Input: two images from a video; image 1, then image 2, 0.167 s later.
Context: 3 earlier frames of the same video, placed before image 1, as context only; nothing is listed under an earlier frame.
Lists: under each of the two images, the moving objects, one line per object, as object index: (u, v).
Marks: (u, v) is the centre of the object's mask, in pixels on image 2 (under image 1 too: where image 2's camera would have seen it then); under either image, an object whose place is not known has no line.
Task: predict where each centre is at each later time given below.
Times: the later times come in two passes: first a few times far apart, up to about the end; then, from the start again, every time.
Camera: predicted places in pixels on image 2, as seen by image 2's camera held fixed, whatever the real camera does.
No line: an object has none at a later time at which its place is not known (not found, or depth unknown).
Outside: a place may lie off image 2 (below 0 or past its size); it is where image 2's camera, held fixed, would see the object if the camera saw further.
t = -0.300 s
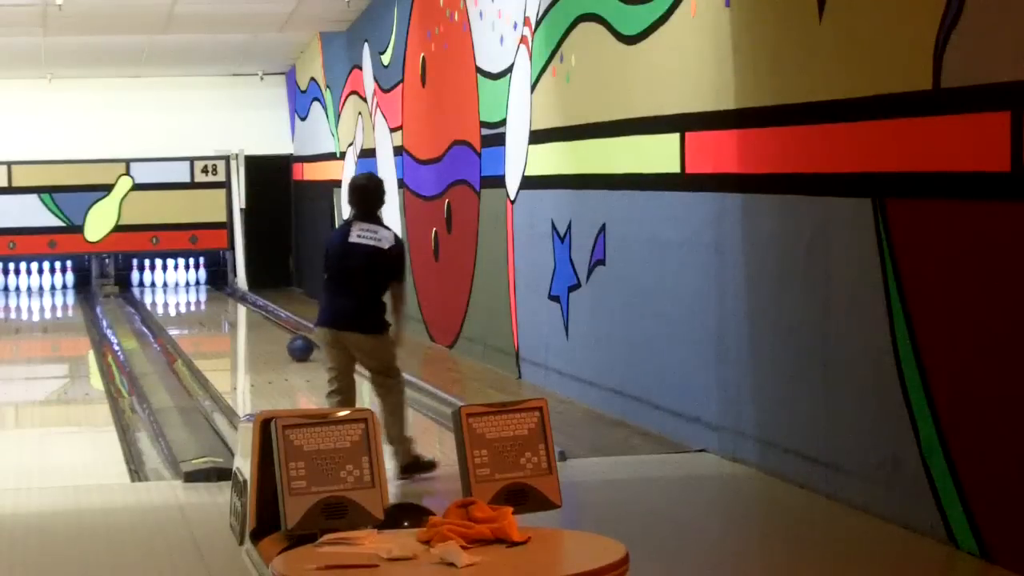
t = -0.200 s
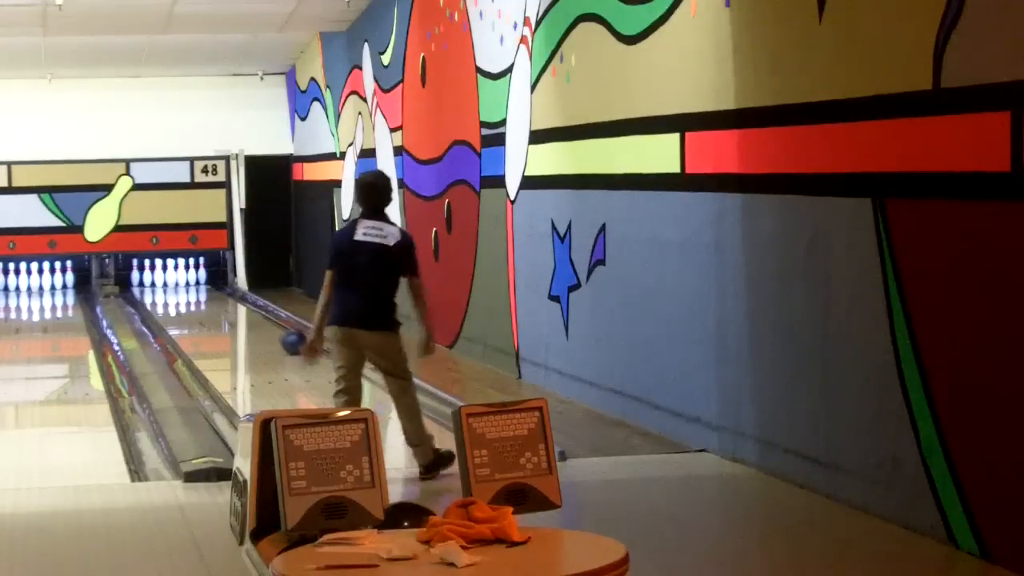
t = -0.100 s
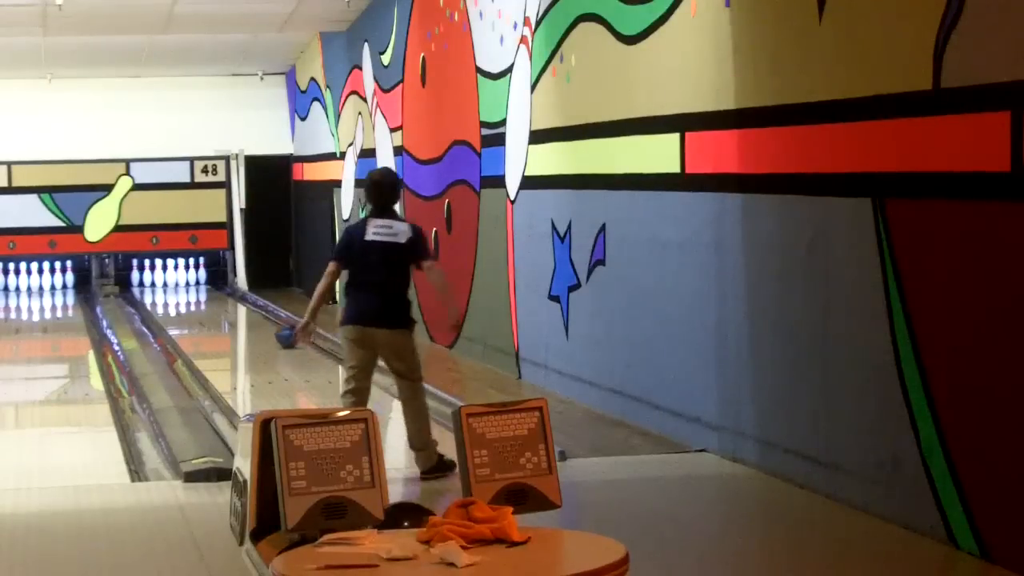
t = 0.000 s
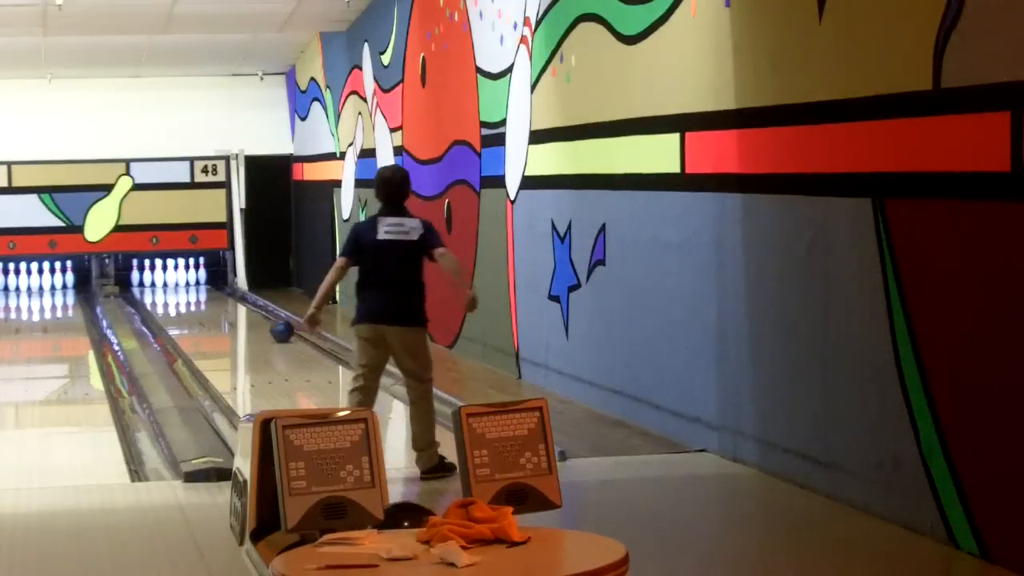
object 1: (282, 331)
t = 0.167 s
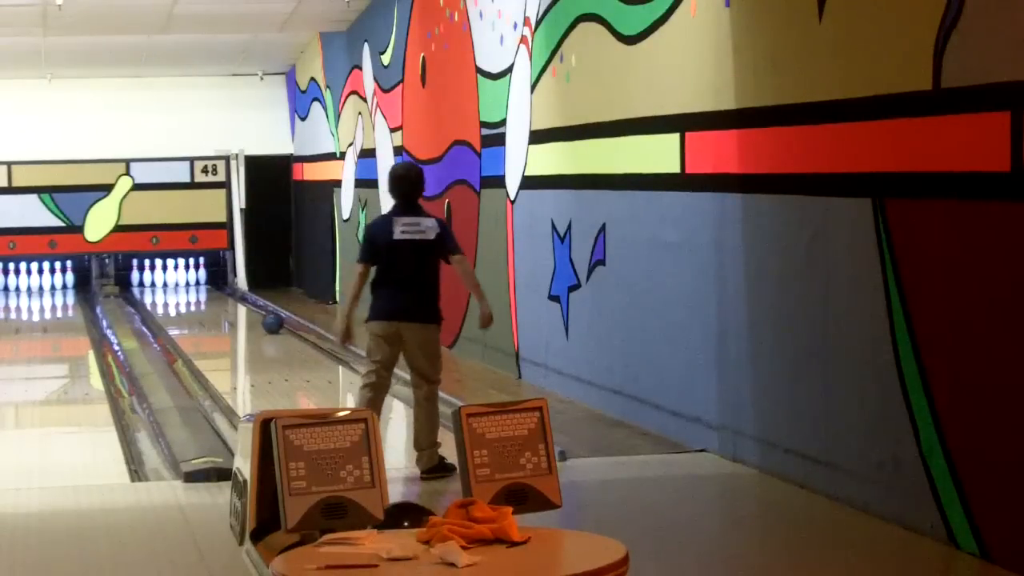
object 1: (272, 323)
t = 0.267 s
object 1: (266, 318)
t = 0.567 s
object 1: (251, 308)
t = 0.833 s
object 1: (237, 299)
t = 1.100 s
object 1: (221, 292)
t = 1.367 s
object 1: (206, 287)
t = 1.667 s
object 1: (186, 282)
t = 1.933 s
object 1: (177, 279)
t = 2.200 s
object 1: (176, 278)
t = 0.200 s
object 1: (271, 321)
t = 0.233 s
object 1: (268, 319)
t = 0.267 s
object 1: (266, 318)
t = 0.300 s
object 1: (265, 317)
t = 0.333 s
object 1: (264, 315)
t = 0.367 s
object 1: (262, 314)
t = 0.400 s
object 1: (260, 314)
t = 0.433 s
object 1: (258, 313)
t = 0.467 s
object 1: (257, 311)
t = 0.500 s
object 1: (255, 310)
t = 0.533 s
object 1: (253, 308)
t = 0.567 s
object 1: (251, 308)
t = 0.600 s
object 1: (250, 307)
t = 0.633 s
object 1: (248, 305)
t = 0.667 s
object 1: (246, 304)
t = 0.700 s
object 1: (244, 303)
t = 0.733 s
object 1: (242, 302)
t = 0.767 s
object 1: (240, 300)
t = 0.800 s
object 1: (239, 300)
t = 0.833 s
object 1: (237, 299)
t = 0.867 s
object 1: (236, 298)
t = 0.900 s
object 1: (234, 298)
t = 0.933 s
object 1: (232, 296)
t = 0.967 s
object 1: (230, 295)
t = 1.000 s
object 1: (228, 294)
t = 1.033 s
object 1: (226, 293)
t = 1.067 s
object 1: (225, 292)
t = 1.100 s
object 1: (221, 292)
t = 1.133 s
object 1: (220, 291)
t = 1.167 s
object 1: (218, 290)
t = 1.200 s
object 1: (216, 290)
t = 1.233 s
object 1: (215, 289)
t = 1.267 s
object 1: (213, 289)
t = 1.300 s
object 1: (212, 288)
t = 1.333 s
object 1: (208, 287)
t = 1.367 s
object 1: (206, 287)
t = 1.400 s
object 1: (204, 286)
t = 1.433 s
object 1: (203, 286)
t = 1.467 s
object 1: (200, 285)
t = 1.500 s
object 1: (197, 284)
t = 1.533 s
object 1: (195, 284)
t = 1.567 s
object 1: (193, 284)
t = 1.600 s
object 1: (191, 283)
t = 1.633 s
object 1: (189, 282)
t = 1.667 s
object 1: (186, 282)
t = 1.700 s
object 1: (184, 281)
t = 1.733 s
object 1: (182, 281)
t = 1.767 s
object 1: (180, 281)
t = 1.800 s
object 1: (179, 280)
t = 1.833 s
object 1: (179, 280)
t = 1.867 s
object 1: (179, 280)
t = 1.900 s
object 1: (178, 279)
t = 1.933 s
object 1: (177, 279)
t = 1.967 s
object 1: (176, 278)
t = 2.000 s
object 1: (176, 278)
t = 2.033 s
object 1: (176, 278)
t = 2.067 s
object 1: (177, 278)
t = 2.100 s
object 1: (177, 278)
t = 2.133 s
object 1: (177, 278)
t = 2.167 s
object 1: (176, 278)
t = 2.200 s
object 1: (176, 278)
